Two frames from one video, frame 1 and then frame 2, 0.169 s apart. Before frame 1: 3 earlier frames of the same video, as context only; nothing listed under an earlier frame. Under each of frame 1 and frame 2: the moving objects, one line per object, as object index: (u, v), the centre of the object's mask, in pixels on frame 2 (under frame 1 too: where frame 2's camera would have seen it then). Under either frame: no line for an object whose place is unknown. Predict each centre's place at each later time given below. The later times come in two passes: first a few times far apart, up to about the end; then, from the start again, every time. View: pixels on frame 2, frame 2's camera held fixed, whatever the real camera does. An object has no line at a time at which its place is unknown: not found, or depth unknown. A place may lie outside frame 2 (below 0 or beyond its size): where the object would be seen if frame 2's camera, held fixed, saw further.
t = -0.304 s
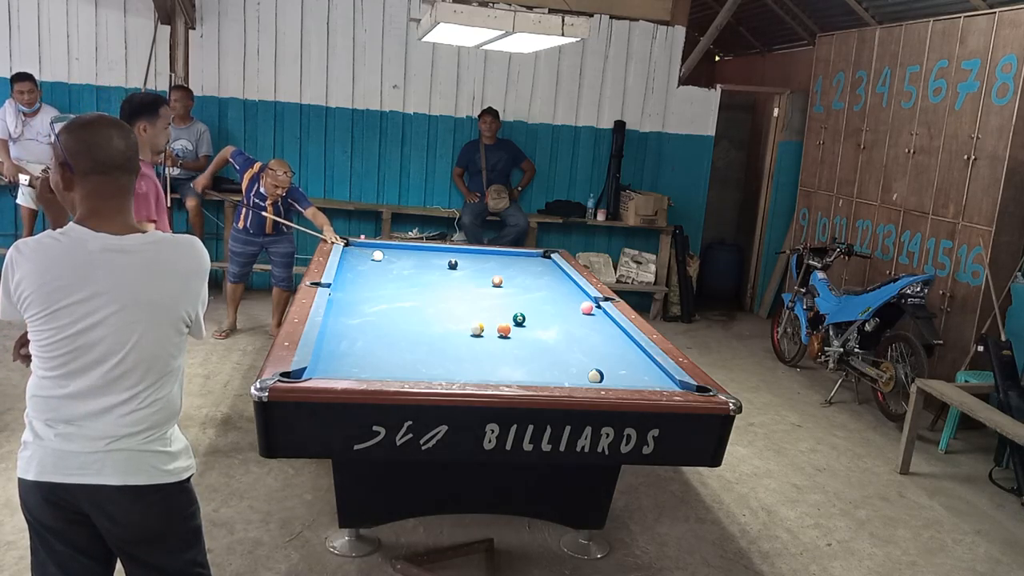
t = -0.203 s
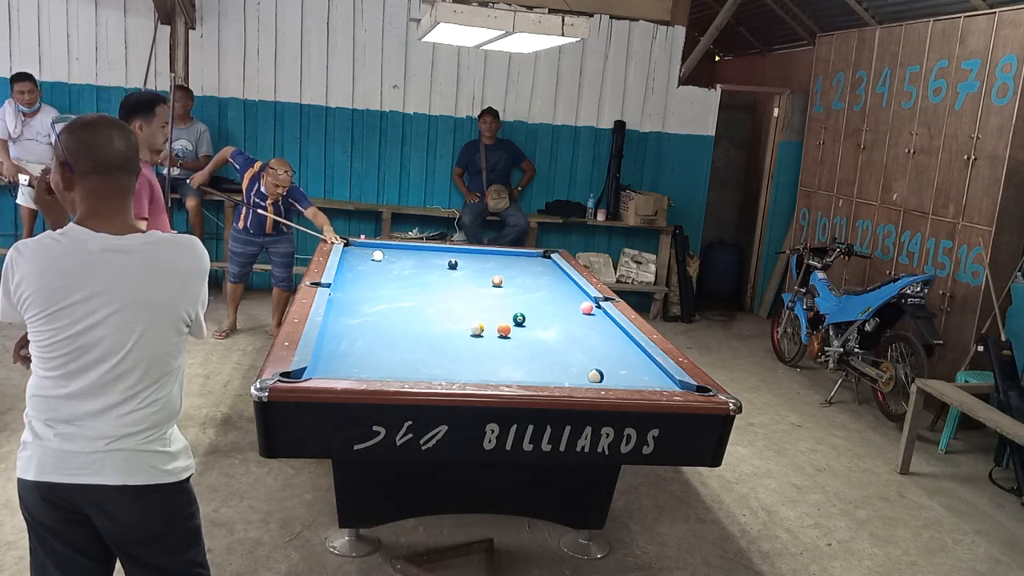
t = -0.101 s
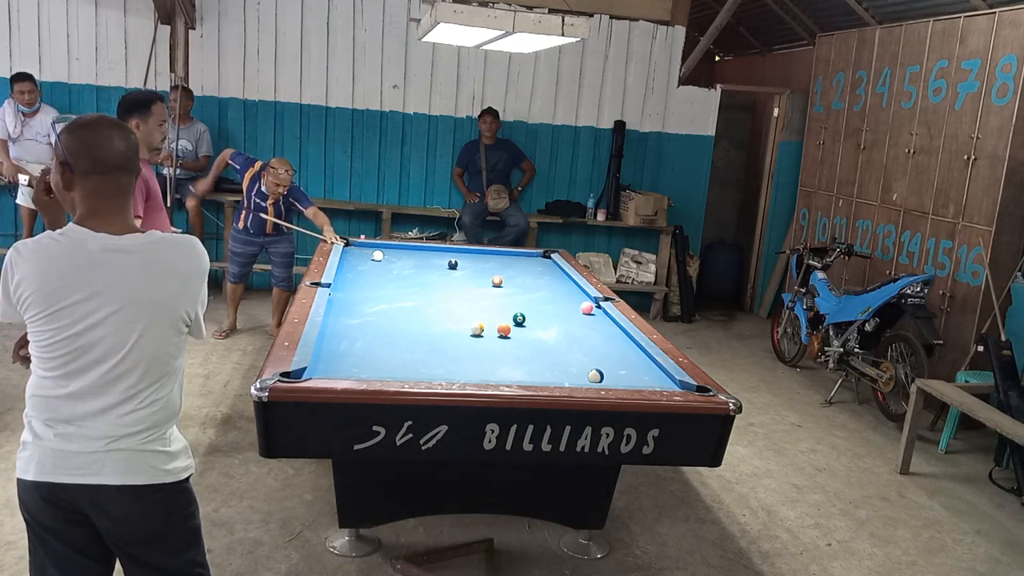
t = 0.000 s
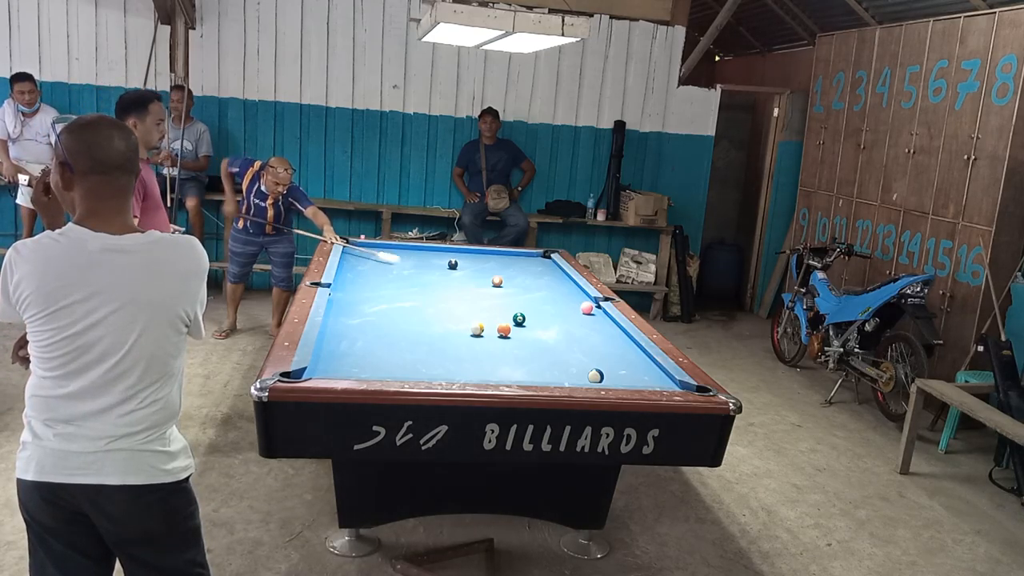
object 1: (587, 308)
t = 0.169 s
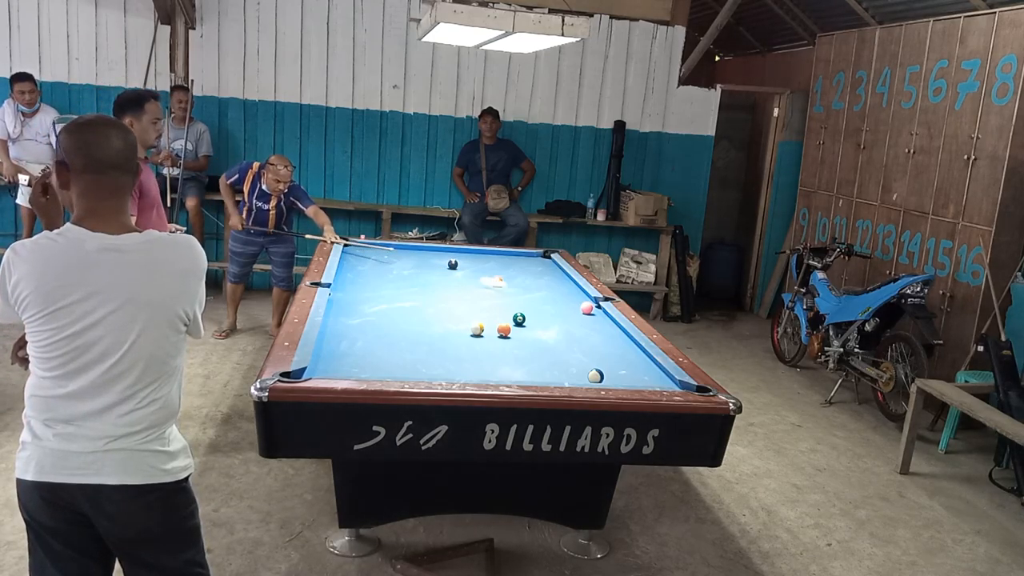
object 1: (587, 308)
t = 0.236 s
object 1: (586, 308)
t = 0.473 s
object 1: (560, 328)
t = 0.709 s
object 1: (493, 349)
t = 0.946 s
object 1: (417, 370)
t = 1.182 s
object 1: (323, 360)
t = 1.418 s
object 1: (373, 344)
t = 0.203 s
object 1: (587, 308)
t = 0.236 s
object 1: (586, 308)
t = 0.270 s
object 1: (587, 308)
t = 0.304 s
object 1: (597, 310)
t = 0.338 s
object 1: (597, 315)
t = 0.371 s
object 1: (587, 318)
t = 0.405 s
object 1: (578, 321)
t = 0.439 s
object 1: (569, 324)
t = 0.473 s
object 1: (560, 328)
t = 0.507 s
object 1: (550, 331)
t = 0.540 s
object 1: (540, 334)
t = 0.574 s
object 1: (531, 337)
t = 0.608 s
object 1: (522, 340)
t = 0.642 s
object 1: (513, 343)
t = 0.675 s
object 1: (504, 346)
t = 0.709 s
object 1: (493, 349)
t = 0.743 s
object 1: (484, 351)
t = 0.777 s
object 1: (473, 355)
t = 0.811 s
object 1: (462, 358)
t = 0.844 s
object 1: (451, 361)
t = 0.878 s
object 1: (441, 364)
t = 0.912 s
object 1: (429, 367)
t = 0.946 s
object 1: (417, 370)
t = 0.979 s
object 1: (405, 371)
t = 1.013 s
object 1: (390, 371)
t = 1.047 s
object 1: (376, 369)
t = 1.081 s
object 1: (363, 368)
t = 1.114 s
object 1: (349, 366)
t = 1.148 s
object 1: (336, 363)
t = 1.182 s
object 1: (323, 360)
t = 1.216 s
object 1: (323, 357)
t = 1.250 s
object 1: (332, 355)
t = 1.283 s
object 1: (341, 353)
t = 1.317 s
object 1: (349, 351)
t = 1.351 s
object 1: (357, 349)
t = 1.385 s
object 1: (365, 347)
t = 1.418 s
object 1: (373, 344)
